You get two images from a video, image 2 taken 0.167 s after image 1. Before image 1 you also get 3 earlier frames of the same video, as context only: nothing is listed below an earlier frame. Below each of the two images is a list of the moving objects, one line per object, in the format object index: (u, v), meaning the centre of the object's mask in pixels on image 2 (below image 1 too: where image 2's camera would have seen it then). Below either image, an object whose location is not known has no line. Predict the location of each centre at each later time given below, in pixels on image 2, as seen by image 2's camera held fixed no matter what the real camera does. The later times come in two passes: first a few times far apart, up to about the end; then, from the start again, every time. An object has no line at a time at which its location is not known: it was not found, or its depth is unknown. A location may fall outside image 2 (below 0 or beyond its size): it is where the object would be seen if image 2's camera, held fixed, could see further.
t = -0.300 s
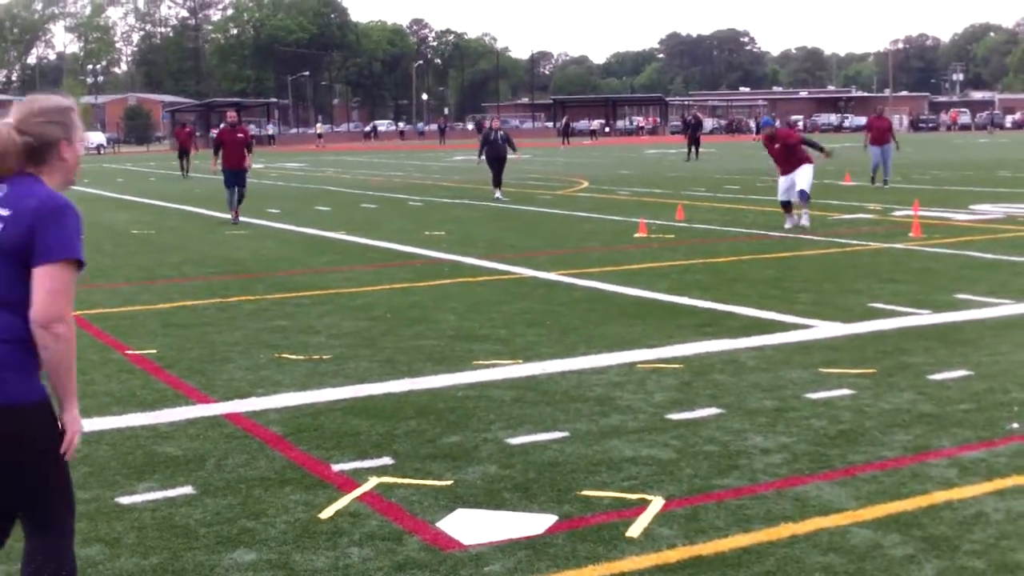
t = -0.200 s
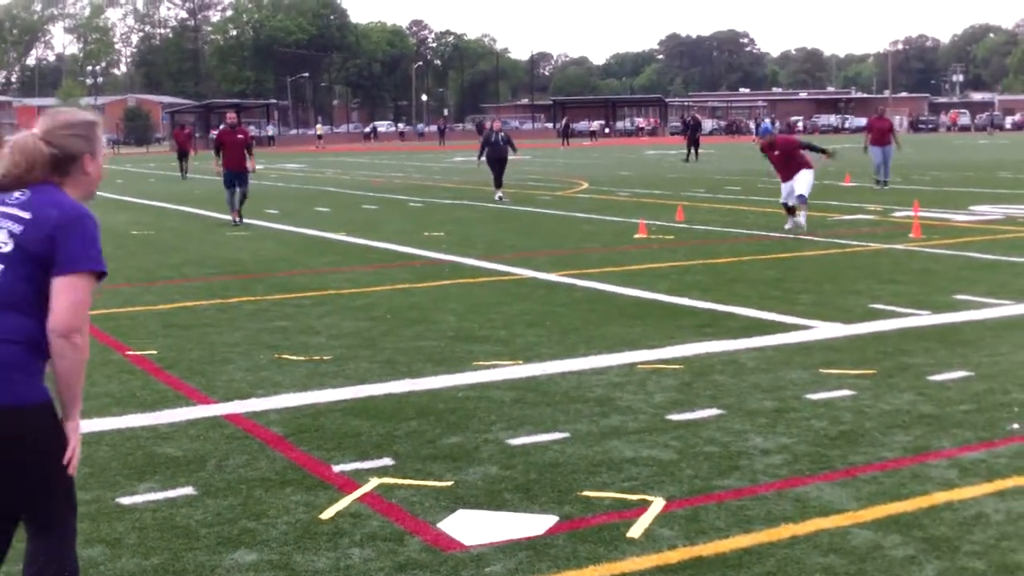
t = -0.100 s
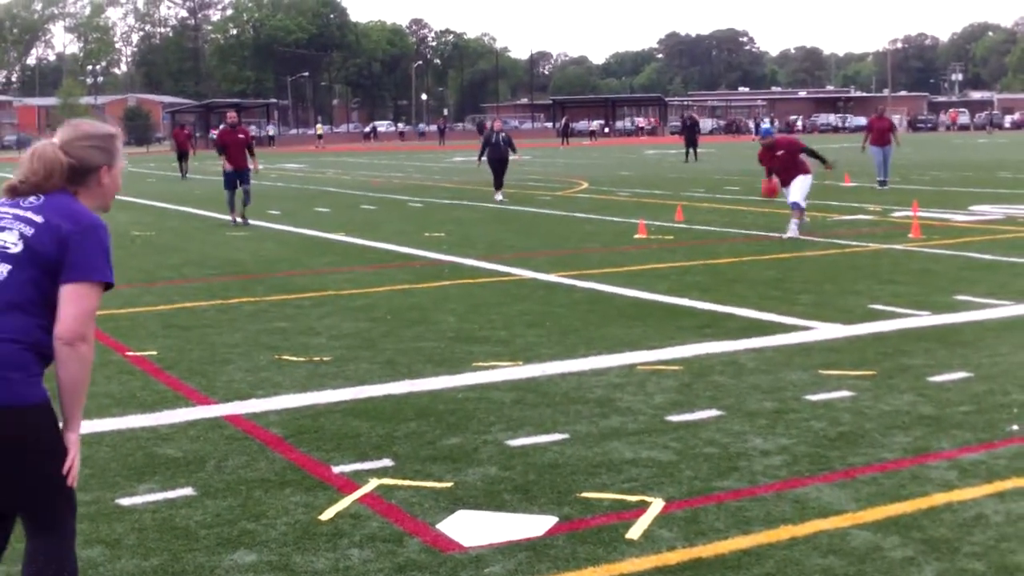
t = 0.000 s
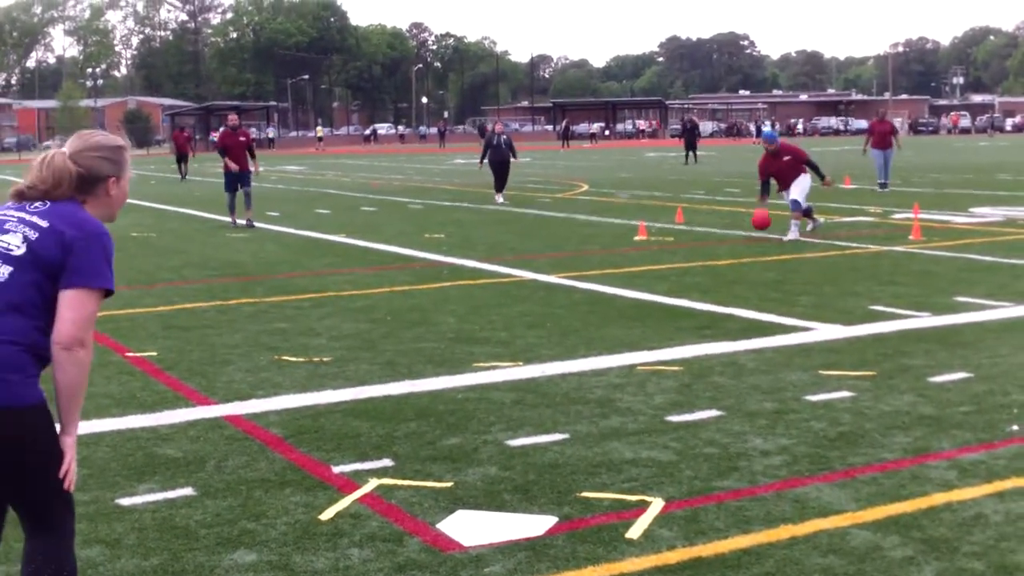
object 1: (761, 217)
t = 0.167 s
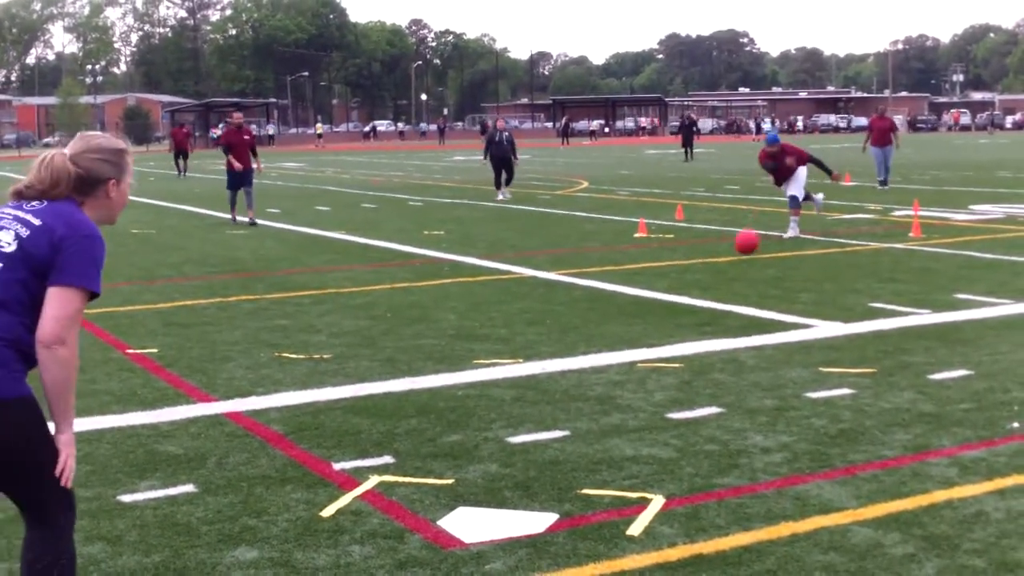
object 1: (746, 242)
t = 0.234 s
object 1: (740, 265)
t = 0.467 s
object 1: (714, 277)
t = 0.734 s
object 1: (670, 318)
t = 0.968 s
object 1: (606, 400)
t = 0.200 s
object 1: (743, 252)
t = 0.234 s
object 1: (740, 265)
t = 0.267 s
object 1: (736, 266)
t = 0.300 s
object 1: (733, 264)
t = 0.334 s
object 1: (730, 263)
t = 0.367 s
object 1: (727, 264)
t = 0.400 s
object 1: (723, 267)
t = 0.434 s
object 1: (719, 271)
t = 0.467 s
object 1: (714, 277)
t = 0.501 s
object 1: (711, 284)
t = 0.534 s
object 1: (706, 296)
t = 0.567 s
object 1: (701, 310)
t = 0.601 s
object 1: (696, 323)
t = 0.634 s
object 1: (690, 321)
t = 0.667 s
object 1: (683, 318)
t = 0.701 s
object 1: (678, 317)
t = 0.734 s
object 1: (670, 318)
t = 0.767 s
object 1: (662, 320)
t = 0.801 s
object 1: (655, 324)
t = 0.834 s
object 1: (647, 331)
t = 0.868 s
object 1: (638, 343)
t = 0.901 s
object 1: (628, 359)
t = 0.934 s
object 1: (617, 379)
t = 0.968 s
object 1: (606, 400)
